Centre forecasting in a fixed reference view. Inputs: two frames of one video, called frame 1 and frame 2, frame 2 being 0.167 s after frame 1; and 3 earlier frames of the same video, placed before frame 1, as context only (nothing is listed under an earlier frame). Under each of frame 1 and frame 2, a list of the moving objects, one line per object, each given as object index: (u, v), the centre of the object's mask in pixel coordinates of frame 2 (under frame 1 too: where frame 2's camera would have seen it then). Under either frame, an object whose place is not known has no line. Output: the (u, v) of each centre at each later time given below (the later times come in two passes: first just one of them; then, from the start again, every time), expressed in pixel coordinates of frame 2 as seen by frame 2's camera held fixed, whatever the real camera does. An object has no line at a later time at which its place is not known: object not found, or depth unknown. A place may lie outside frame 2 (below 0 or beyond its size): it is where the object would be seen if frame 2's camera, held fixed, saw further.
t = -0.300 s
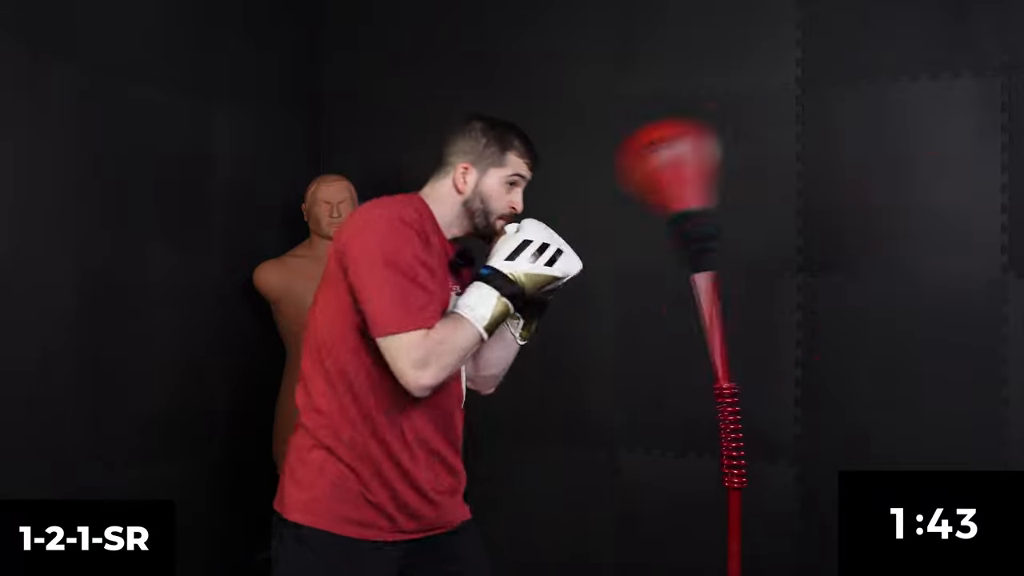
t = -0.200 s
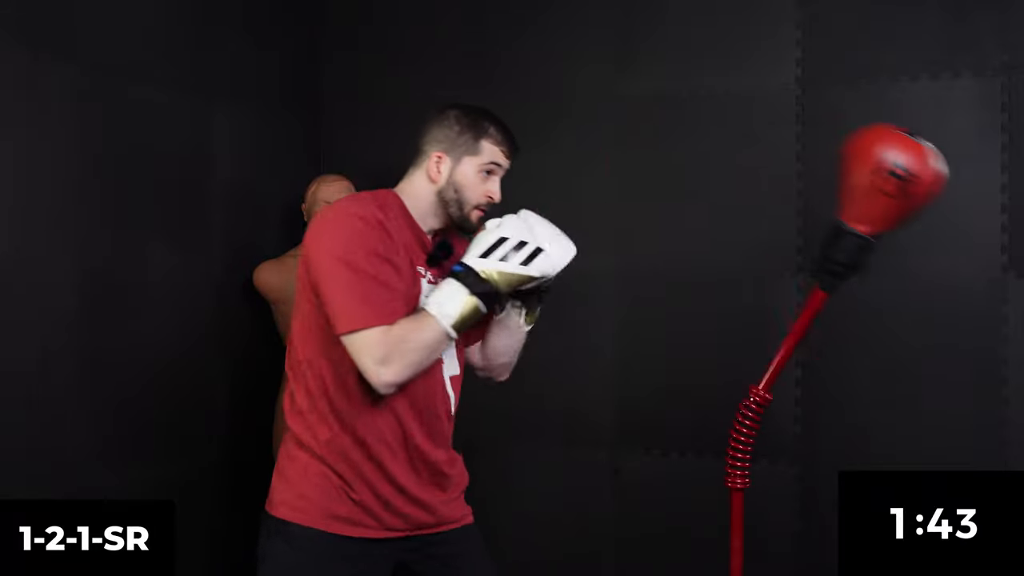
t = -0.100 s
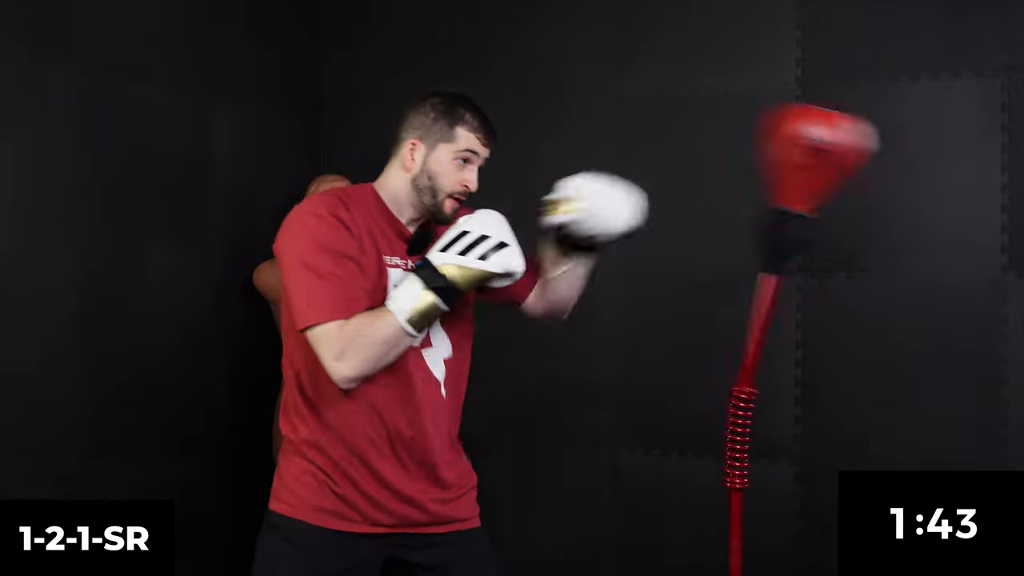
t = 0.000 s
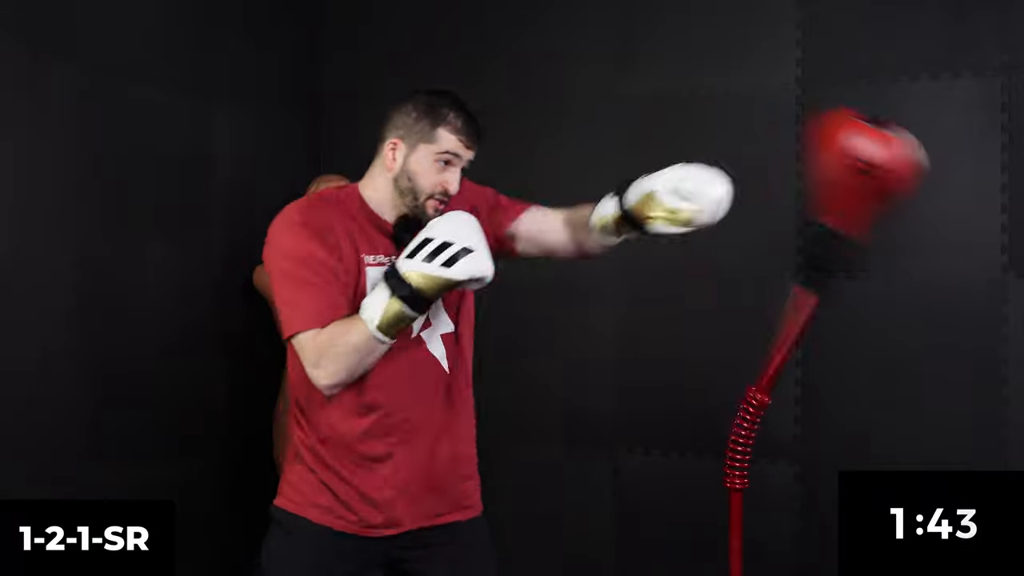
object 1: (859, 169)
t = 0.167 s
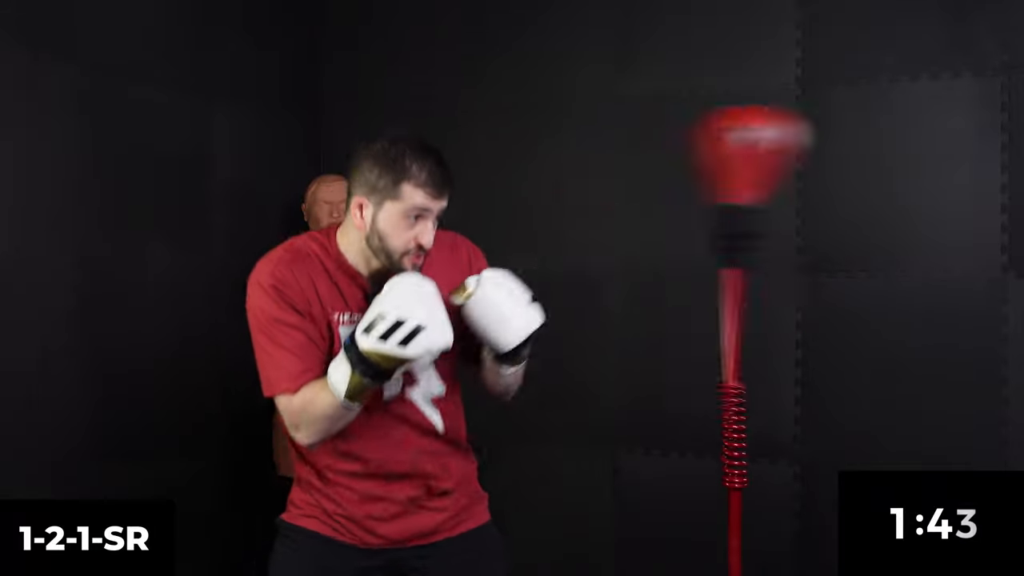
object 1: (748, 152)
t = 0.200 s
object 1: (656, 176)
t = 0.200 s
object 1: (656, 176)
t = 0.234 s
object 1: (592, 212)
